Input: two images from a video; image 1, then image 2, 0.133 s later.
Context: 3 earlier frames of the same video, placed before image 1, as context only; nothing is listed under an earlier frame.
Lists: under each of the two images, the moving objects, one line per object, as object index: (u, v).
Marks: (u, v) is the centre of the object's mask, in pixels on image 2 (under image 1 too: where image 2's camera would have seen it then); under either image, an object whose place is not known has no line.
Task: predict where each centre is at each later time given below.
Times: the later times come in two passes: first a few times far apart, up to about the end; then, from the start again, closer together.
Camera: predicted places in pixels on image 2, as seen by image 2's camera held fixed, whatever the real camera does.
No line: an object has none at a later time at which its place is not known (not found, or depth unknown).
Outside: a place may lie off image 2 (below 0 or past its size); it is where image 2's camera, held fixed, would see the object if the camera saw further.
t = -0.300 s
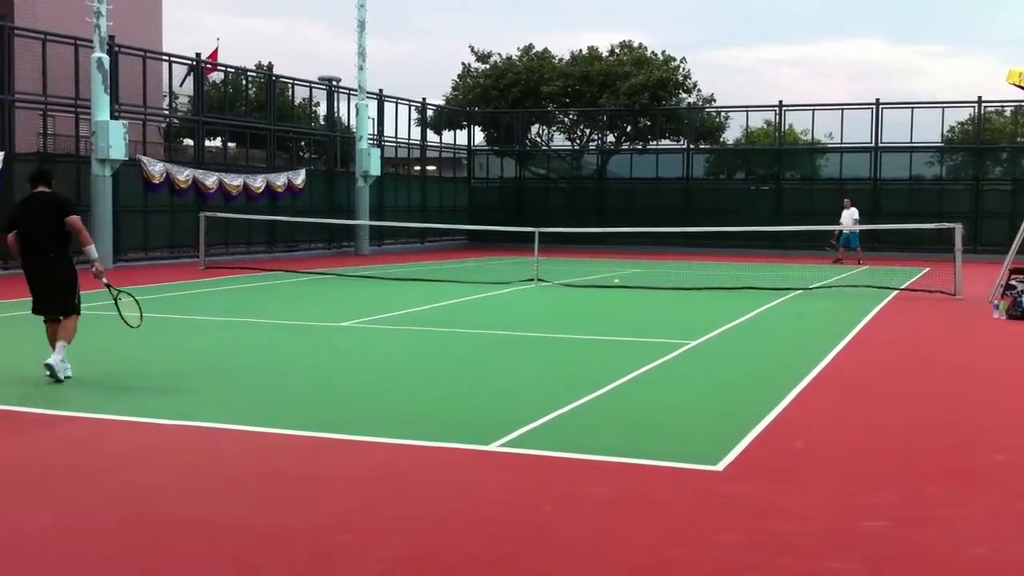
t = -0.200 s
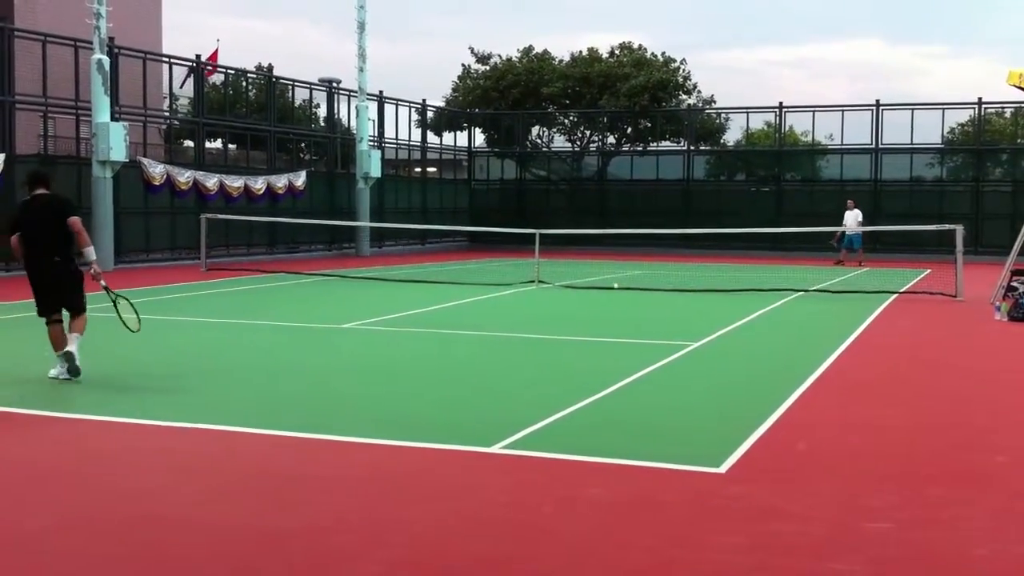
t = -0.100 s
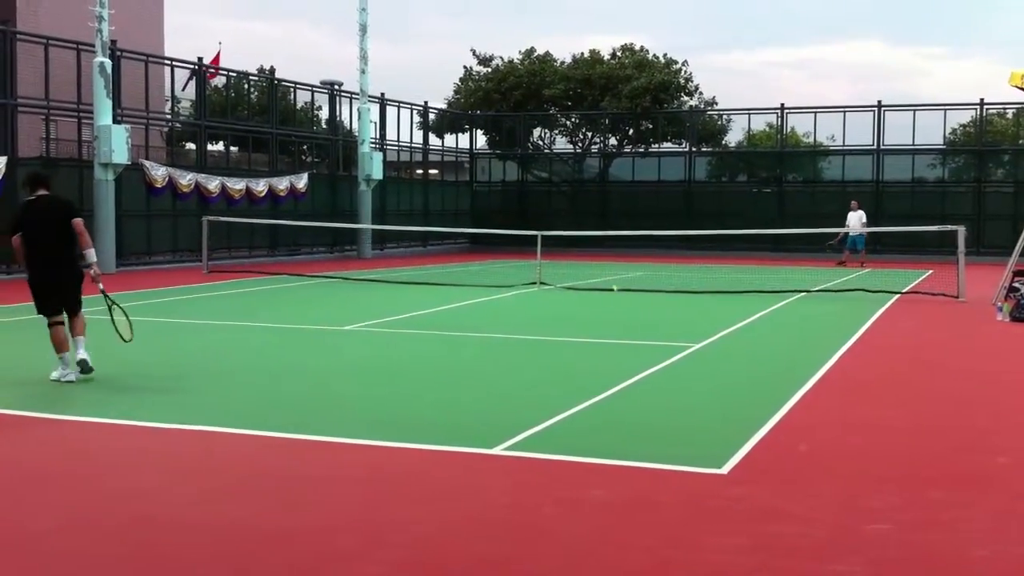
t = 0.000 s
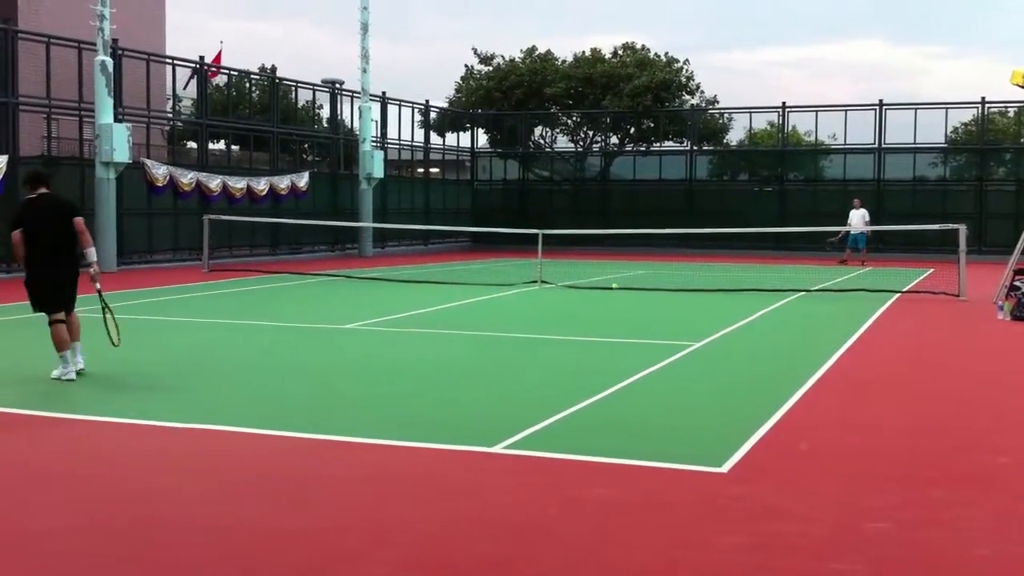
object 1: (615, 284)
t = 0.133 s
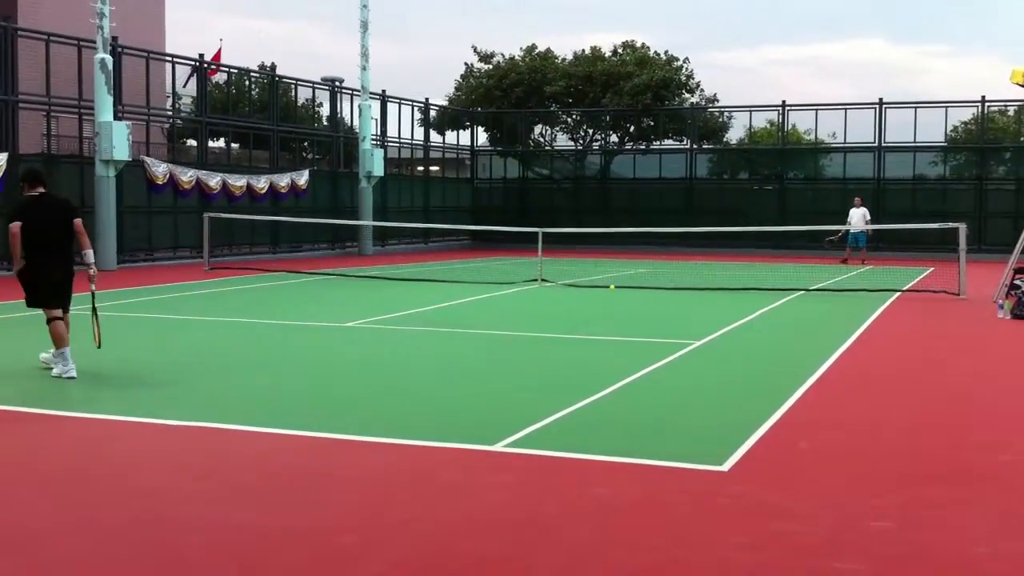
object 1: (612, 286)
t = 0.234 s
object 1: (609, 287)
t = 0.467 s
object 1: (605, 289)
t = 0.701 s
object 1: (600, 290)
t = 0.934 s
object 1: (594, 292)
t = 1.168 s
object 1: (590, 292)
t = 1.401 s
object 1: (585, 292)
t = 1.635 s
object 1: (579, 294)
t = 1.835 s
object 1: (575, 295)
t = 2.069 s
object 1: (570, 296)
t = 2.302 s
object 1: (566, 297)
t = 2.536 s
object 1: (559, 297)
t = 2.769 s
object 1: (554, 299)
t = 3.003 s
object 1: (549, 299)
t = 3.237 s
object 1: (544, 300)
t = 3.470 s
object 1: (539, 301)
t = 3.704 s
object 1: (534, 301)
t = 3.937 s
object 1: (530, 302)
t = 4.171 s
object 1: (525, 303)
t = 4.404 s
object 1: (519, 303)
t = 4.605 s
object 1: (515, 304)
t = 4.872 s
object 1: (510, 304)
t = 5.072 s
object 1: (505, 305)
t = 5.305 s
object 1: (500, 306)
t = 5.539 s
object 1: (494, 307)
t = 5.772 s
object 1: (489, 308)
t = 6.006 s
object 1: (484, 308)
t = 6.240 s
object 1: (479, 308)
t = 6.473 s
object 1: (474, 309)
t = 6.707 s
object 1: (470, 309)
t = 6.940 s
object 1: (464, 310)
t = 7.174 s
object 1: (462, 310)
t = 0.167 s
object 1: (611, 286)
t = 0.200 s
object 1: (611, 286)
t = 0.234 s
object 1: (609, 287)
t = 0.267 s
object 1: (609, 289)
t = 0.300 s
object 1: (609, 288)
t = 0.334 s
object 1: (608, 288)
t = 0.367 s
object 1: (608, 288)
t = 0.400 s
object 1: (606, 289)
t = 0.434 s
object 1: (606, 289)
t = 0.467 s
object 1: (605, 289)
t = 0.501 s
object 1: (604, 289)
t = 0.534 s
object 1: (604, 289)
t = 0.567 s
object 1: (603, 289)
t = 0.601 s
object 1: (601, 290)
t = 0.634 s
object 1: (601, 290)
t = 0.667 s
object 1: (600, 290)
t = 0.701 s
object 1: (600, 290)
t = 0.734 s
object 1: (599, 290)
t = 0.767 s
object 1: (599, 290)
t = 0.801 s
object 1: (598, 290)
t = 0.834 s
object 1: (595, 291)
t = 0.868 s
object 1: (595, 291)
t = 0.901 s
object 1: (595, 291)
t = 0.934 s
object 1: (594, 292)
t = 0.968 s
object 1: (594, 292)
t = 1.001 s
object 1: (593, 292)
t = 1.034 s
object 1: (593, 292)
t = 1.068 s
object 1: (592, 292)
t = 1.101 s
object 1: (591, 293)
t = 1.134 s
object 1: (590, 292)
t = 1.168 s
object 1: (590, 292)
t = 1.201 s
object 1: (590, 292)
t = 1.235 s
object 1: (590, 292)
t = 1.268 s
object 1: (589, 292)
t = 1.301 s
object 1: (587, 291)
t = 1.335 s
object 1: (587, 290)
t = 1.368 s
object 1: (586, 291)
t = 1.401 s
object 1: (585, 292)
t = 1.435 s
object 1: (585, 292)
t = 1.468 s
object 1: (585, 293)
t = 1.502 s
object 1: (583, 293)
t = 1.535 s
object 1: (583, 293)
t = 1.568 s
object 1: (583, 293)
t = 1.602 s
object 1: (580, 294)
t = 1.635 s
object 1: (579, 294)
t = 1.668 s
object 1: (579, 294)
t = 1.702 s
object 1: (578, 295)
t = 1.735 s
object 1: (577, 294)
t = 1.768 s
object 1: (578, 295)
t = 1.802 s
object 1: (577, 295)
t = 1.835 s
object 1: (575, 295)
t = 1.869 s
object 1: (574, 295)
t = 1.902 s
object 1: (574, 295)
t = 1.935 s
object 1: (573, 295)
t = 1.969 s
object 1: (572, 296)
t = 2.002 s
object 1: (572, 296)
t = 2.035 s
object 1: (571, 296)
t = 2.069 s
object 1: (570, 296)
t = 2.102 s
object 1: (569, 296)
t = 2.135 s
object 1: (568, 296)
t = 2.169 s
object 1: (568, 296)
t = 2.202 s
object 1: (567, 296)
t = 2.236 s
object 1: (566, 296)
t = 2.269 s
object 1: (566, 297)
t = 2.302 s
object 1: (566, 297)
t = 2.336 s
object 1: (564, 297)
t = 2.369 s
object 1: (564, 297)
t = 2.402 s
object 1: (563, 297)
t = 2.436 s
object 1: (563, 297)
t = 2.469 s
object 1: (561, 297)
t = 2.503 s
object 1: (561, 297)
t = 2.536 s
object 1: (559, 297)
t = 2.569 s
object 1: (559, 298)
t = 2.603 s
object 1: (558, 298)
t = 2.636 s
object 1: (557, 298)
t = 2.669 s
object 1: (555, 298)
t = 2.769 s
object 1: (554, 299)
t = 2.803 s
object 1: (554, 299)
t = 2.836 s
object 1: (553, 299)
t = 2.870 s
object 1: (552, 299)
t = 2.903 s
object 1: (552, 299)
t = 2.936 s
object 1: (551, 299)
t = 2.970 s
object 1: (551, 299)
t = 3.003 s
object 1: (549, 299)
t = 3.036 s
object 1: (549, 299)
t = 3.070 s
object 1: (548, 299)
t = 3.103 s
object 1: (547, 299)
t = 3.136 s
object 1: (547, 300)
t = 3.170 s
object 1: (546, 300)
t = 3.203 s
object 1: (545, 300)
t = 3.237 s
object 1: (544, 300)
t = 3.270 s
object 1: (543, 300)
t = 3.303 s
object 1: (543, 300)
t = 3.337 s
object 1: (542, 300)
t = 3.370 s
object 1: (542, 300)
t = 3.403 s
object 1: (541, 301)
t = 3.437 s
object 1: (540, 301)
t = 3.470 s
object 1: (539, 301)
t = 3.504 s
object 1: (539, 300)
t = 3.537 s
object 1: (538, 300)
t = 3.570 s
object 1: (538, 301)
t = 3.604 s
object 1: (537, 301)
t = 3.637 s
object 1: (536, 301)
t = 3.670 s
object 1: (535, 301)
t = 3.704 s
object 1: (534, 301)
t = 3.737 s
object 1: (533, 301)
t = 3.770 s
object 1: (533, 301)
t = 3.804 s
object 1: (532, 301)
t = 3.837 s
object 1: (531, 302)
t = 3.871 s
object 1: (530, 302)
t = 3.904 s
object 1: (530, 302)
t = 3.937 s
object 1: (530, 302)
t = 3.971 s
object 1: (527, 302)
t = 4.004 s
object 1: (527, 302)
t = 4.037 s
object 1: (527, 302)
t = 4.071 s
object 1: (526, 302)
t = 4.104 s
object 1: (525, 302)
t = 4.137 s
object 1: (525, 302)
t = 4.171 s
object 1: (525, 303)
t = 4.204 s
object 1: (524, 303)
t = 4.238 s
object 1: (522, 303)
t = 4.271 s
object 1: (522, 303)
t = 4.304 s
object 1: (521, 303)
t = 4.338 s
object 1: (521, 303)
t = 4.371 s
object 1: (519, 303)
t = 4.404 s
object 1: (519, 303)
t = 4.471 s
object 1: (518, 303)
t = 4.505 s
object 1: (518, 303)
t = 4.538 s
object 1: (517, 304)
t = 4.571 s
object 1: (516, 304)
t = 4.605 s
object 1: (515, 304)
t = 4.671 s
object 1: (514, 304)
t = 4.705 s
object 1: (513, 304)
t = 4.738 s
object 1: (512, 304)
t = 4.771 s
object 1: (512, 304)
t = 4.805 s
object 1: (511, 305)
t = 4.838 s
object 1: (510, 304)
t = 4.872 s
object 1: (510, 304)
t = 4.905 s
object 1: (509, 304)
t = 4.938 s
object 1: (508, 305)
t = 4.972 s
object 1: (507, 305)
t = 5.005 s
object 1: (507, 305)
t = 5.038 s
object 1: (506, 305)
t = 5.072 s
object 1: (505, 305)
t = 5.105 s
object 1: (504, 305)
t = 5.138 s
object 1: (503, 306)
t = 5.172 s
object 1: (503, 306)
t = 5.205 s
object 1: (502, 306)
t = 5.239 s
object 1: (501, 306)
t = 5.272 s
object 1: (500, 306)
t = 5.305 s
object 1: (500, 306)
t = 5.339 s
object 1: (499, 306)
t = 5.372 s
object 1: (498, 306)
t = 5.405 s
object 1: (497, 306)
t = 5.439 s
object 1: (497, 306)
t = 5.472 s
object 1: (496, 307)
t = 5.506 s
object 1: (496, 306)
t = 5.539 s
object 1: (494, 307)
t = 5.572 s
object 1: (494, 307)
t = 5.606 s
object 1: (493, 307)
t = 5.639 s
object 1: (492, 307)
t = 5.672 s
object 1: (492, 308)
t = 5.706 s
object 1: (491, 307)
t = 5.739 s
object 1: (490, 307)
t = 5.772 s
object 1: (489, 308)
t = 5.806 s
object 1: (489, 308)
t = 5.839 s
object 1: (488, 308)
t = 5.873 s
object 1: (488, 308)
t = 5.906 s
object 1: (486, 307)
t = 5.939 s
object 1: (485, 308)
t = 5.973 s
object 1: (484, 308)
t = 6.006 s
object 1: (484, 308)
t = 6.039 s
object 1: (483, 308)
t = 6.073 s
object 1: (482, 308)
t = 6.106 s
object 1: (482, 308)
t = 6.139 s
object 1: (481, 308)
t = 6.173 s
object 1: (481, 308)
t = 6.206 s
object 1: (480, 308)
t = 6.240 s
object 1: (479, 308)
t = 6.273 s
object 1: (478, 308)
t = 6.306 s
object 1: (478, 308)
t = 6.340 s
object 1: (477, 308)
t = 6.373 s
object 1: (476, 309)
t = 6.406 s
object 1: (476, 308)
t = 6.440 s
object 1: (475, 308)
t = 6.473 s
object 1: (474, 309)
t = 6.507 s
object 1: (473, 309)
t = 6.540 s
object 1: (473, 309)
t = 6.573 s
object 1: (472, 308)
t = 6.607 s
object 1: (471, 309)
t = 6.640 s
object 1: (471, 309)
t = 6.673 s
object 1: (470, 309)
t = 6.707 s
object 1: (470, 309)
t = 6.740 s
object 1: (470, 309)
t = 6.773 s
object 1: (468, 309)
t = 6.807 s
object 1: (468, 309)
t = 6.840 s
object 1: (466, 309)
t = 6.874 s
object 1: (466, 309)
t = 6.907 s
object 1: (465, 310)
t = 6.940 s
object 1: (464, 310)
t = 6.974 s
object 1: (464, 310)
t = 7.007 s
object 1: (463, 310)
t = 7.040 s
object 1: (463, 310)
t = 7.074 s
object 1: (462, 310)
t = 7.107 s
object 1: (461, 310)
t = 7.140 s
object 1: (461, 310)
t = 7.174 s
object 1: (462, 310)
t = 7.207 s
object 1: (461, 310)
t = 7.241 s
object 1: (459, 310)
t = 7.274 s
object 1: (459, 310)
